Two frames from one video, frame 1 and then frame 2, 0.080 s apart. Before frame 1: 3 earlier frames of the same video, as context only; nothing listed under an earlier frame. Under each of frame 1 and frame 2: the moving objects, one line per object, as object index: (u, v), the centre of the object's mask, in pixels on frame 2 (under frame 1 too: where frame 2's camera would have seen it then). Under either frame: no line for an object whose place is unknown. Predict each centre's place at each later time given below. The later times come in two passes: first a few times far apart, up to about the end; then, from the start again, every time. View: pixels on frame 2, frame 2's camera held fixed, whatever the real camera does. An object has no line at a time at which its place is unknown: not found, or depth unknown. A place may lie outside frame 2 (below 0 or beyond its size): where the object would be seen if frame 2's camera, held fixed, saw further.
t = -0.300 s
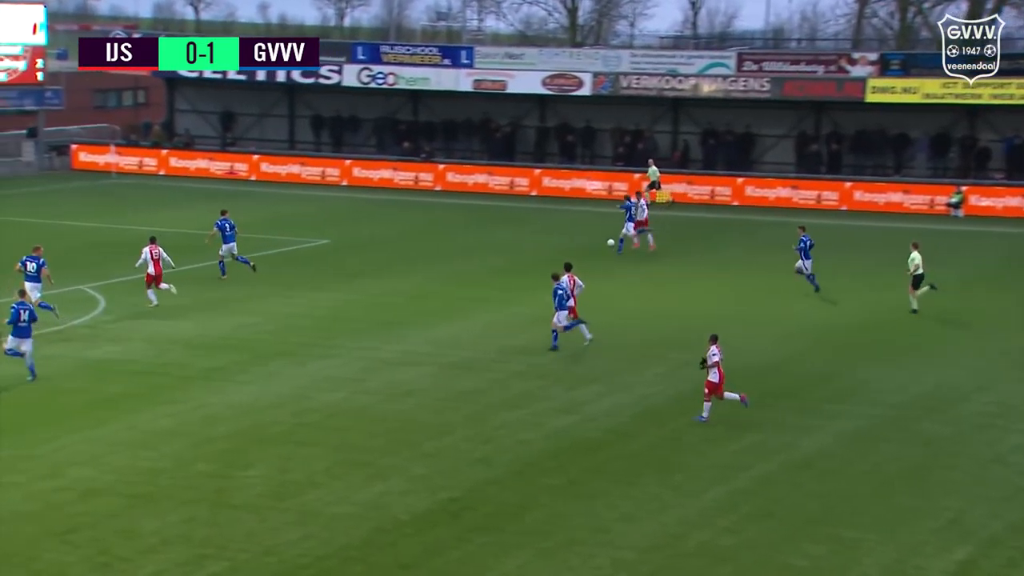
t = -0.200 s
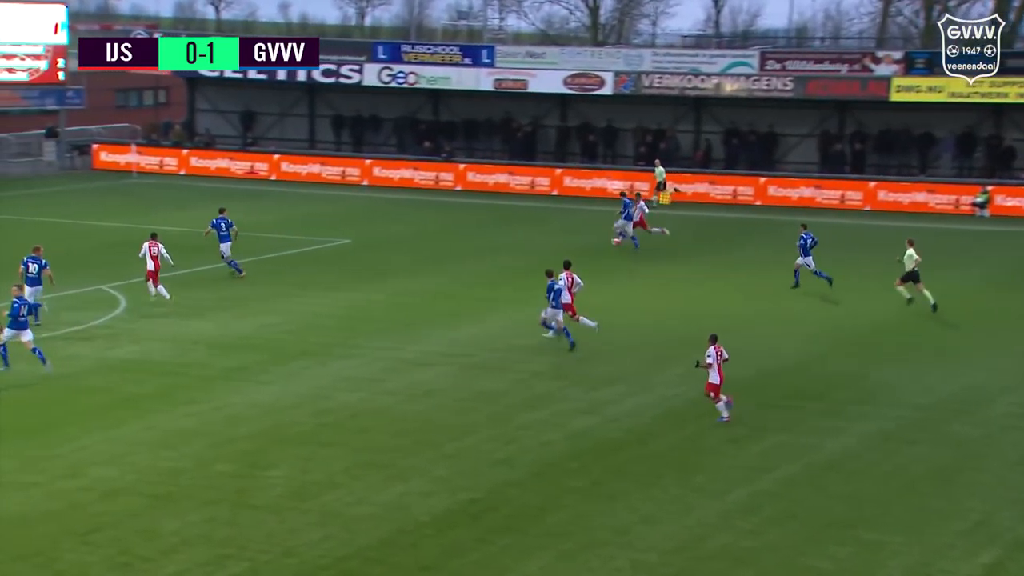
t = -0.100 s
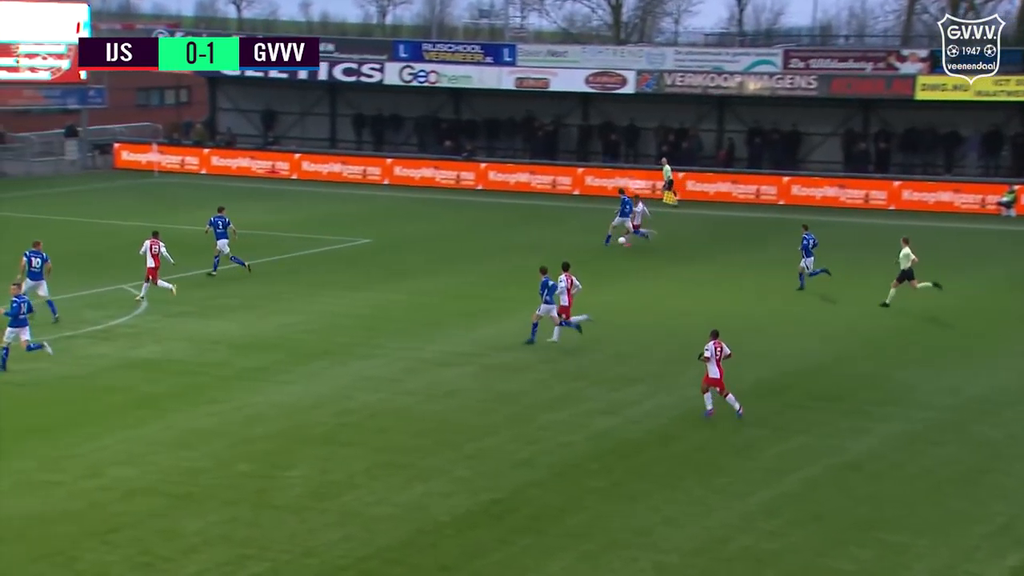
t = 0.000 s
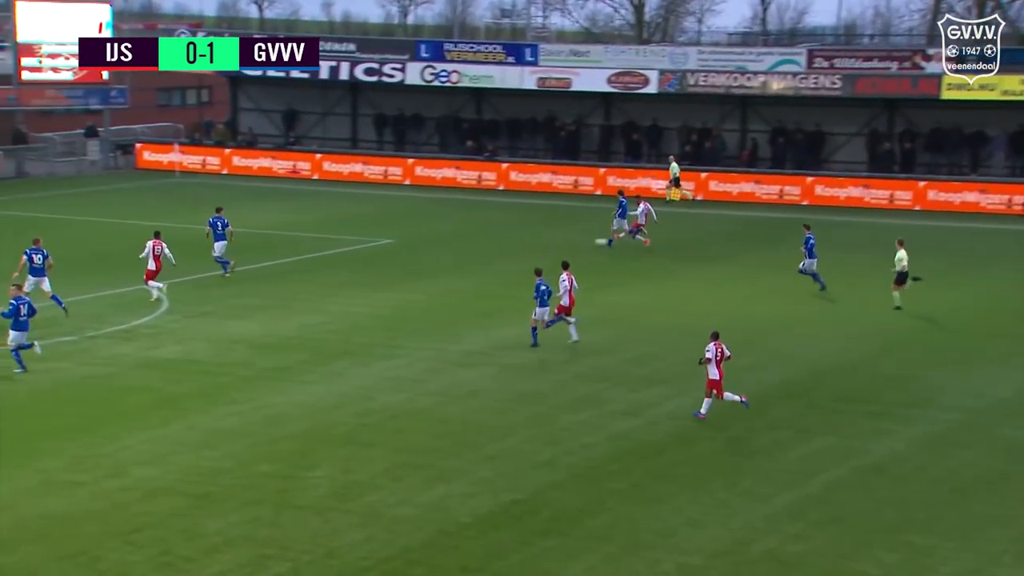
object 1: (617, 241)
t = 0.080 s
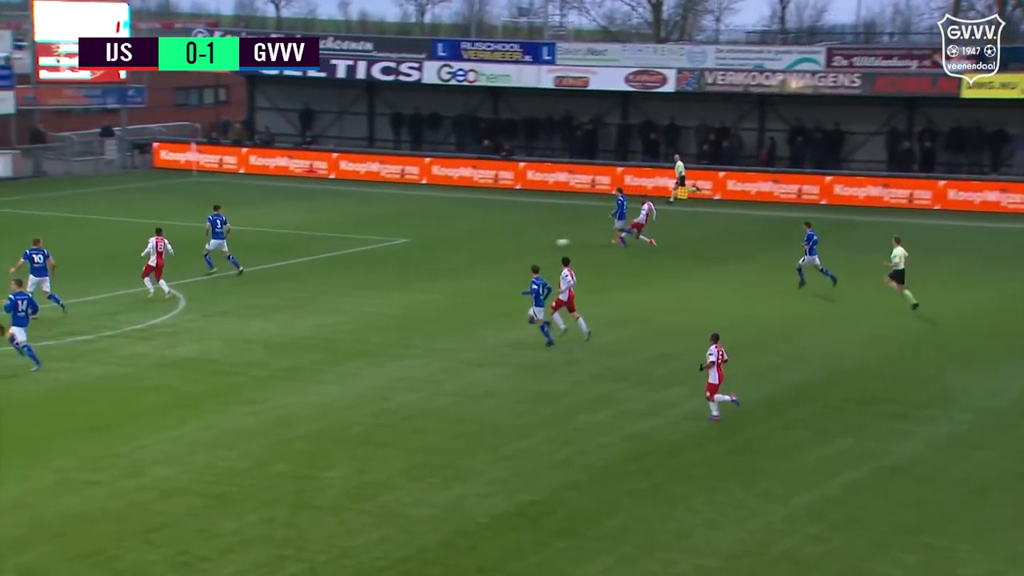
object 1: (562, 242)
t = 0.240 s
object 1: (460, 246)
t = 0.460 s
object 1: (335, 253)
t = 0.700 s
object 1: (216, 260)
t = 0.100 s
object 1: (548, 243)
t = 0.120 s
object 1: (535, 244)
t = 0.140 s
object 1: (522, 244)
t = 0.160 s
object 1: (508, 246)
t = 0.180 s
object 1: (496, 247)
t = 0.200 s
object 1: (484, 246)
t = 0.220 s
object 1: (472, 246)
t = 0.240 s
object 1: (460, 246)
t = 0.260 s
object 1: (447, 247)
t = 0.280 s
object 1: (436, 247)
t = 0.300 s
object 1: (424, 248)
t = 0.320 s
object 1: (412, 249)
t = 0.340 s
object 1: (400, 250)
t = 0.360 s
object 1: (389, 252)
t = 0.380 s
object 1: (378, 253)
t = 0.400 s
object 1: (367, 253)
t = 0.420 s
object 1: (356, 252)
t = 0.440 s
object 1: (345, 252)
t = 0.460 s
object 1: (335, 253)
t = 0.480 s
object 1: (324, 253)
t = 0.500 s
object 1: (314, 253)
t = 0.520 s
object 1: (303, 254)
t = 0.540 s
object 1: (293, 256)
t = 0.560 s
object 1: (283, 257)
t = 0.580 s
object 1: (272, 259)
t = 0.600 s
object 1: (262, 260)
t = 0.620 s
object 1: (253, 259)
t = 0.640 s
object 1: (244, 259)
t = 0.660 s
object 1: (235, 259)
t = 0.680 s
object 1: (225, 259)
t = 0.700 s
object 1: (216, 260)
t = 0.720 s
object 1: (207, 260)
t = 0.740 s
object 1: (198, 261)
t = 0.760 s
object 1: (189, 262)
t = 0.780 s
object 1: (180, 263)
